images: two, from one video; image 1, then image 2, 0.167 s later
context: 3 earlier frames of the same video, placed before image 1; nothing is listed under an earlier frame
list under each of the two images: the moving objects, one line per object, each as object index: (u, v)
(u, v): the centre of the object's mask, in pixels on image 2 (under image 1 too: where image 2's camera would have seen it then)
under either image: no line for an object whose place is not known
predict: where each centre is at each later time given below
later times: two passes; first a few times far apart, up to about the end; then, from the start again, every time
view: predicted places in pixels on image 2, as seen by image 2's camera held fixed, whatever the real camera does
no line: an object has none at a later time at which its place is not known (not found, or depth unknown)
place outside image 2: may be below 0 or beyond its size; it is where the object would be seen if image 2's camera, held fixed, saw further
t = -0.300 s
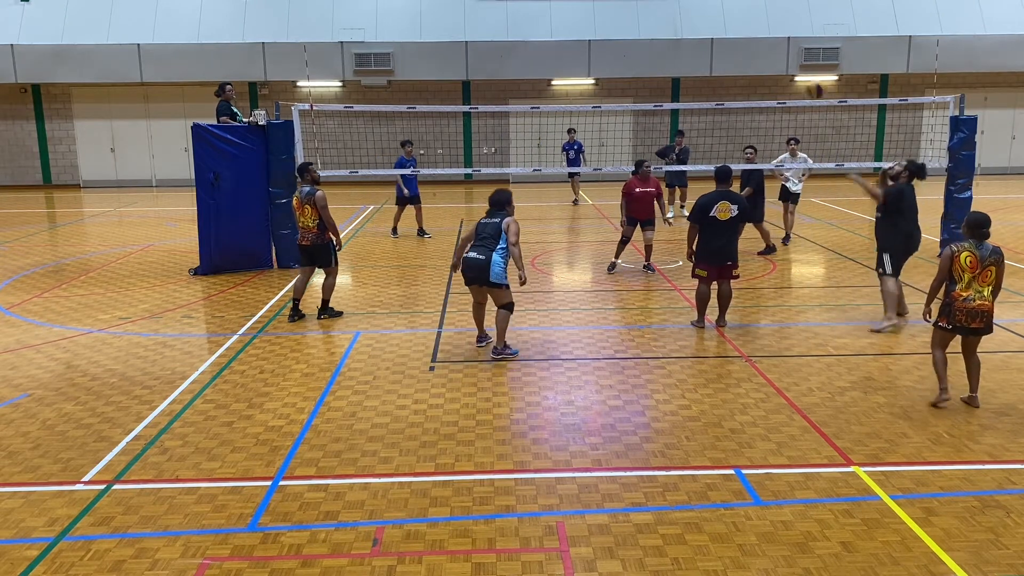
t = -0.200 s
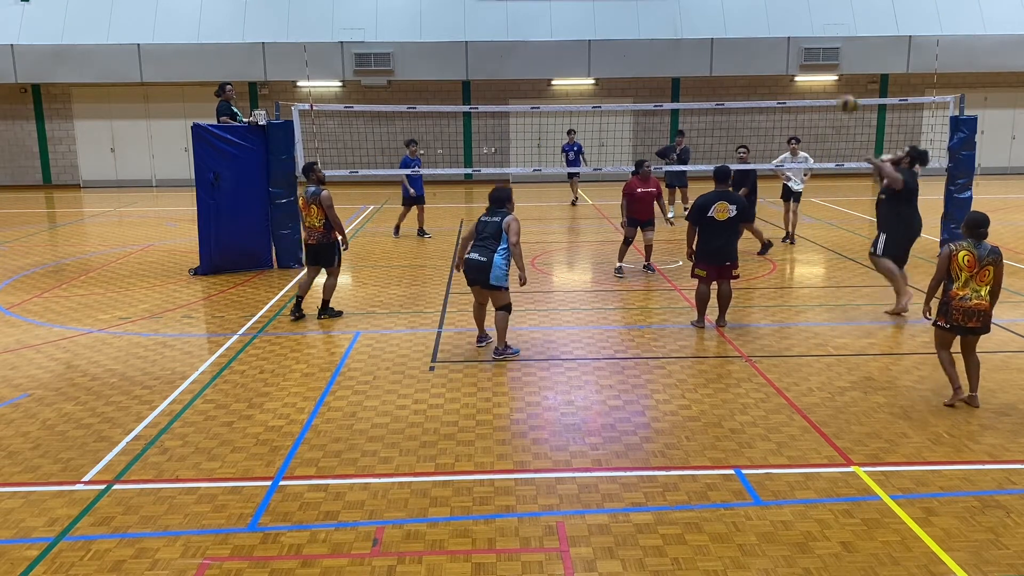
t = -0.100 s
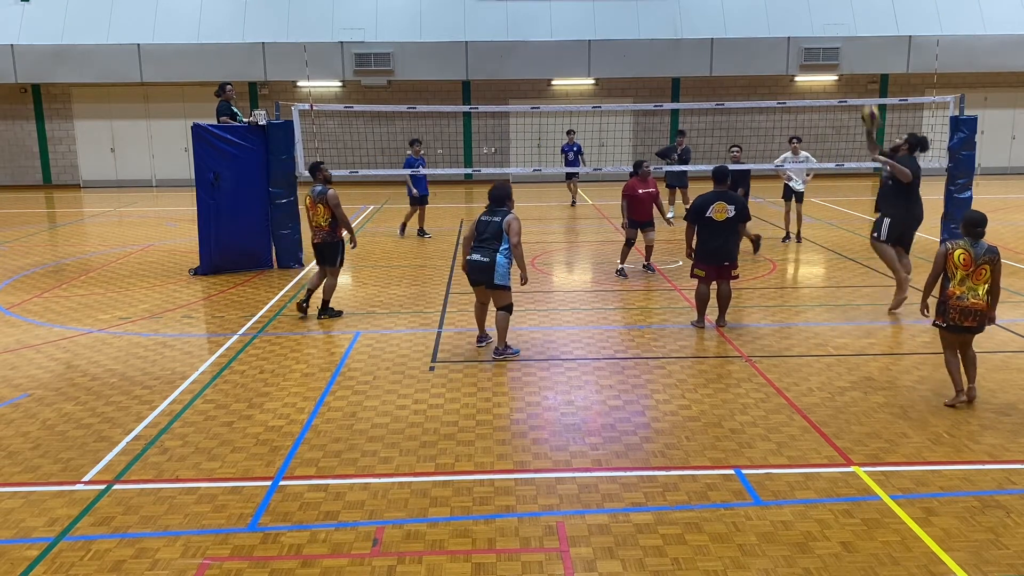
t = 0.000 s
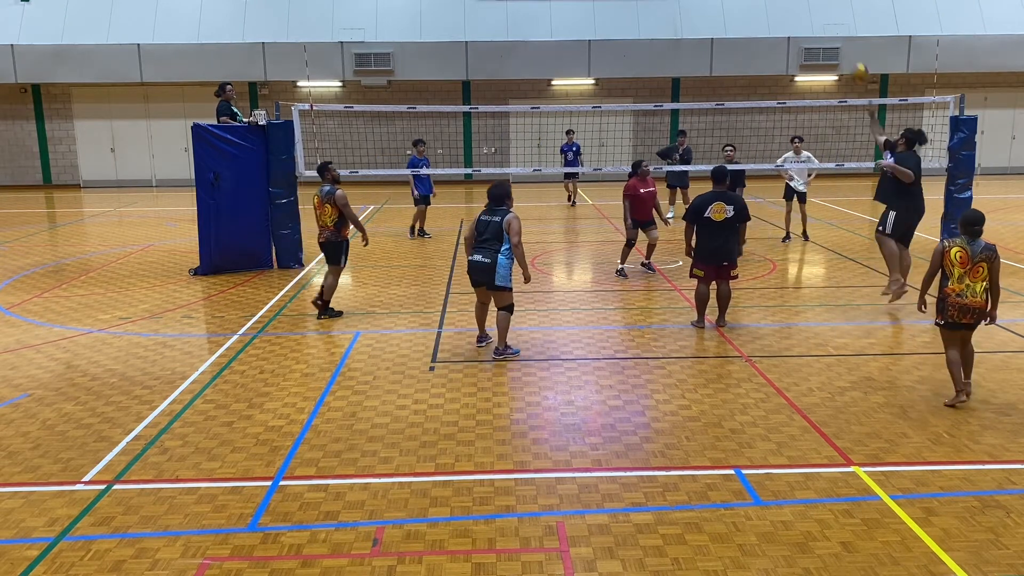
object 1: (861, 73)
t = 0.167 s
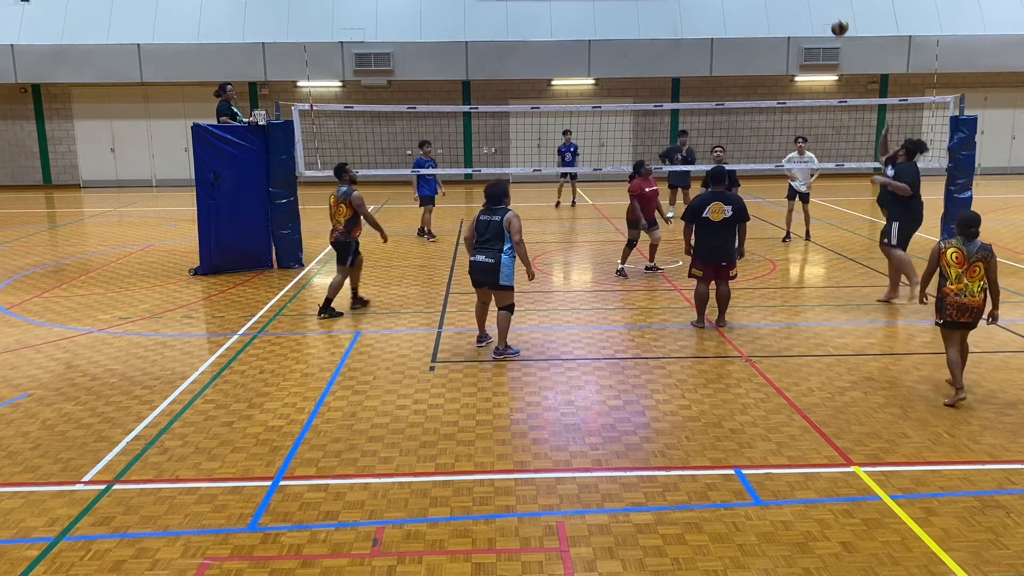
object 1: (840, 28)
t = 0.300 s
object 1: (826, 11)
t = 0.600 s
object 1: (798, 22)
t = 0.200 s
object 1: (836, 22)
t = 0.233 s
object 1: (832, 17)
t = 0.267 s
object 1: (829, 14)
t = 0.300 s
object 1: (826, 11)
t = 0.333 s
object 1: (822, 8)
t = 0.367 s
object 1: (819, 7)
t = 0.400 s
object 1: (816, 7)
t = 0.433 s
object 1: (812, 8)
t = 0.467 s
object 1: (809, 9)
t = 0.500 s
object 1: (806, 12)
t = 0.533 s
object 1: (803, 14)
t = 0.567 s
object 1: (800, 17)
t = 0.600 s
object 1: (798, 22)
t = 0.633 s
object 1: (795, 26)
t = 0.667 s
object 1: (792, 32)
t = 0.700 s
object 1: (789, 39)
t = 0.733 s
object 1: (786, 44)
